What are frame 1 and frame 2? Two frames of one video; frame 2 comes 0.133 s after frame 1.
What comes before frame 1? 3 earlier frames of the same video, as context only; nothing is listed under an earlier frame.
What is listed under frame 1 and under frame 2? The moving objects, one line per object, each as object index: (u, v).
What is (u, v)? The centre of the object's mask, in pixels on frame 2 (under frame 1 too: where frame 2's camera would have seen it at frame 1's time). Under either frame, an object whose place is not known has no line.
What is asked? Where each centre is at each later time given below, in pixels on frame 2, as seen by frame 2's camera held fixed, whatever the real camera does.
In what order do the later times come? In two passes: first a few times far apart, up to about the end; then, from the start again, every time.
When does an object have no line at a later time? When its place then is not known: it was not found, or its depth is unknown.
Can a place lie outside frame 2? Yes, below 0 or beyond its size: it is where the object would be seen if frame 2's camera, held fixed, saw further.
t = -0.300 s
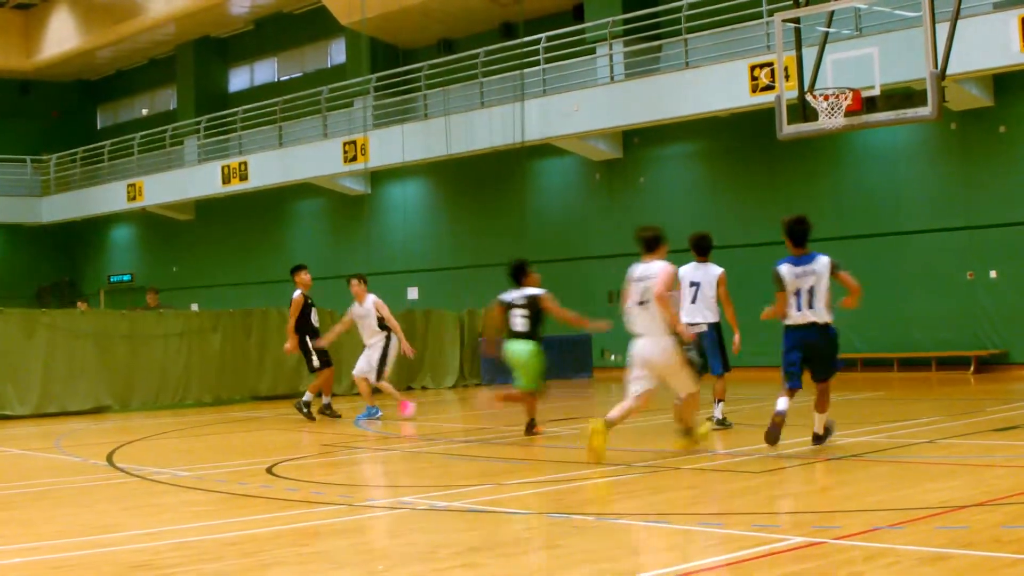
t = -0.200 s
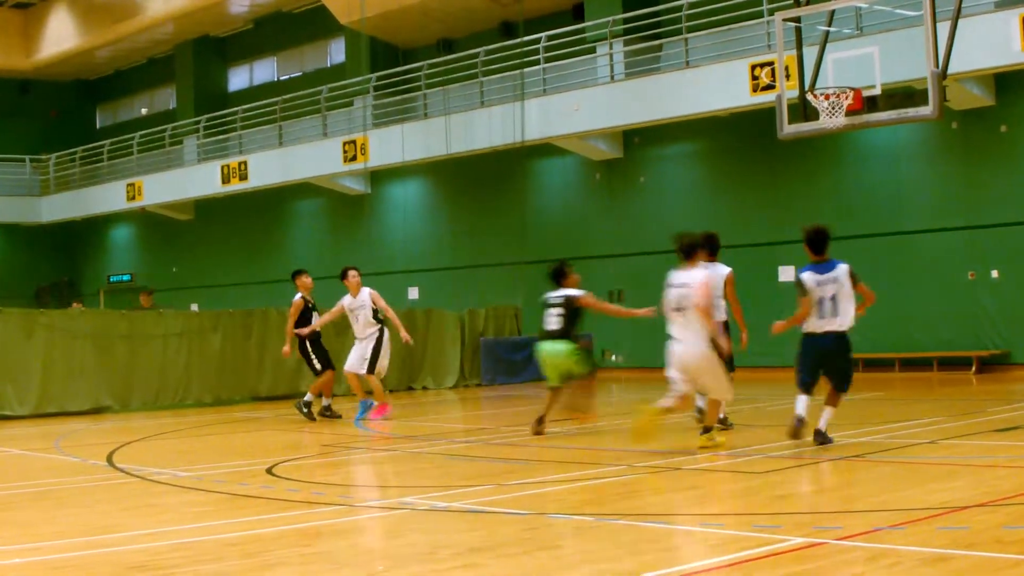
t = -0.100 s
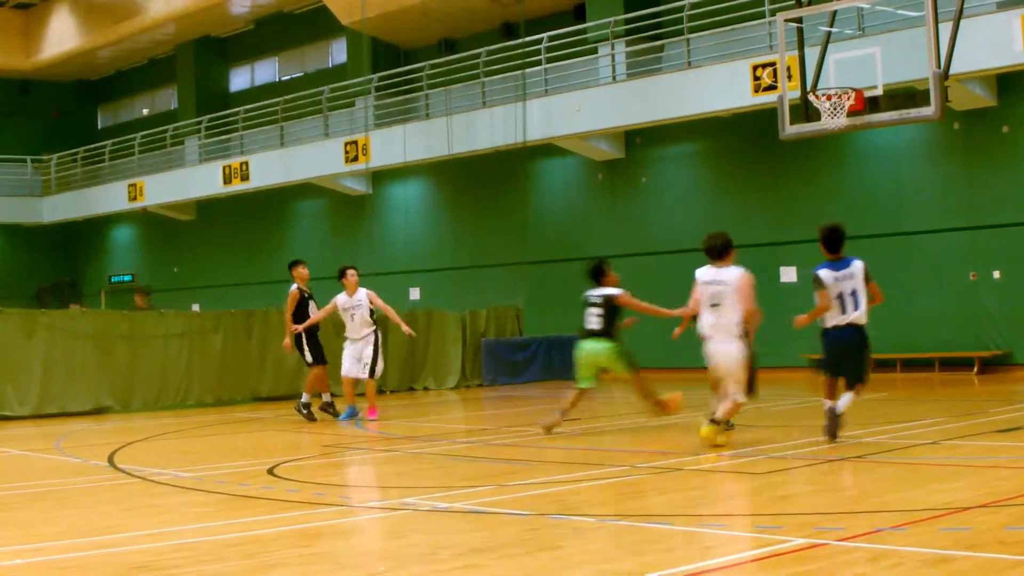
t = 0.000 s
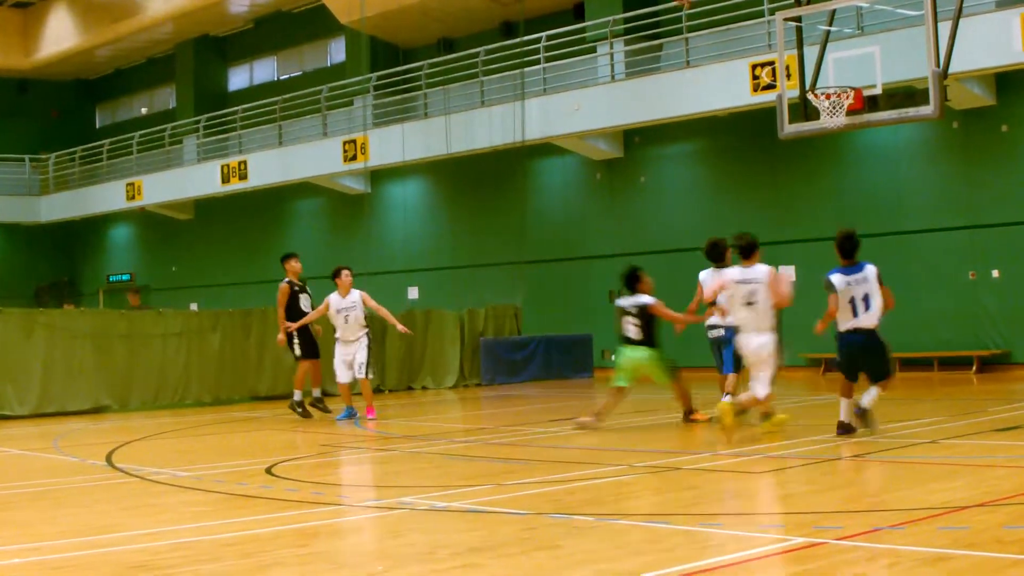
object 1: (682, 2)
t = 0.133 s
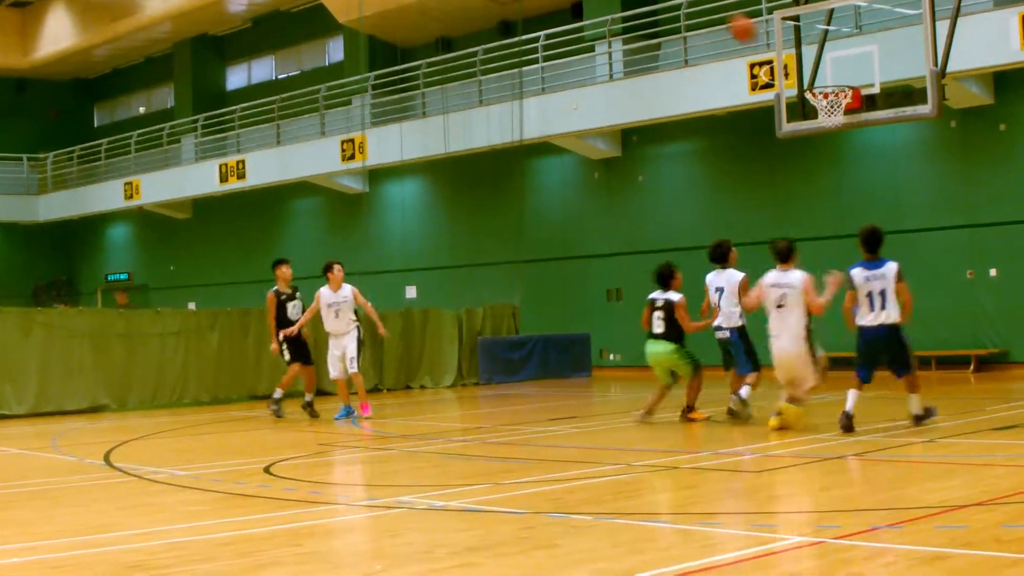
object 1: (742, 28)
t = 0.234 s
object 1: (793, 71)
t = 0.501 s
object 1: (759, 21)
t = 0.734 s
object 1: (721, 19)
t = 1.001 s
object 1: (679, 91)
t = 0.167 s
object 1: (758, 41)
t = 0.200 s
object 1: (774, 54)
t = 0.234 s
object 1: (793, 71)
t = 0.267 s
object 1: (798, 76)
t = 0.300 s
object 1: (793, 67)
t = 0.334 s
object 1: (787, 55)
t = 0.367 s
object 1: (782, 47)
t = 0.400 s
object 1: (776, 39)
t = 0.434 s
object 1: (770, 32)
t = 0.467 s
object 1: (764, 26)
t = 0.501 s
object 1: (759, 21)
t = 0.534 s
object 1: (753, 17)
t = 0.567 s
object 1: (748, 15)
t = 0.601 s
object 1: (743, 13)
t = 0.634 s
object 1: (737, 13)
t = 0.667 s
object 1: (731, 14)
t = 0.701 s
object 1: (726, 16)
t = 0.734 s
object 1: (721, 19)
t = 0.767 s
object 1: (715, 24)
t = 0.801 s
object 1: (710, 29)
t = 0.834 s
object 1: (705, 36)
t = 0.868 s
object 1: (699, 45)
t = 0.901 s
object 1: (694, 53)
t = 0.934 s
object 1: (689, 64)
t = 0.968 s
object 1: (684, 76)
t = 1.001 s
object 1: (679, 91)
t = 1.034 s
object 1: (674, 105)
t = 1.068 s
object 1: (668, 124)
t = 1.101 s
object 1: (663, 139)
